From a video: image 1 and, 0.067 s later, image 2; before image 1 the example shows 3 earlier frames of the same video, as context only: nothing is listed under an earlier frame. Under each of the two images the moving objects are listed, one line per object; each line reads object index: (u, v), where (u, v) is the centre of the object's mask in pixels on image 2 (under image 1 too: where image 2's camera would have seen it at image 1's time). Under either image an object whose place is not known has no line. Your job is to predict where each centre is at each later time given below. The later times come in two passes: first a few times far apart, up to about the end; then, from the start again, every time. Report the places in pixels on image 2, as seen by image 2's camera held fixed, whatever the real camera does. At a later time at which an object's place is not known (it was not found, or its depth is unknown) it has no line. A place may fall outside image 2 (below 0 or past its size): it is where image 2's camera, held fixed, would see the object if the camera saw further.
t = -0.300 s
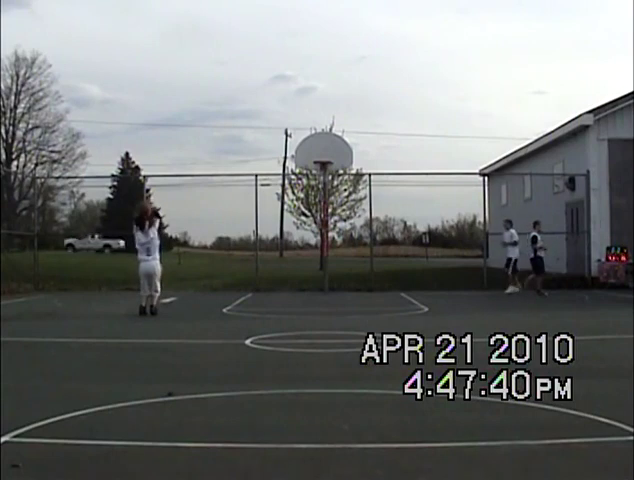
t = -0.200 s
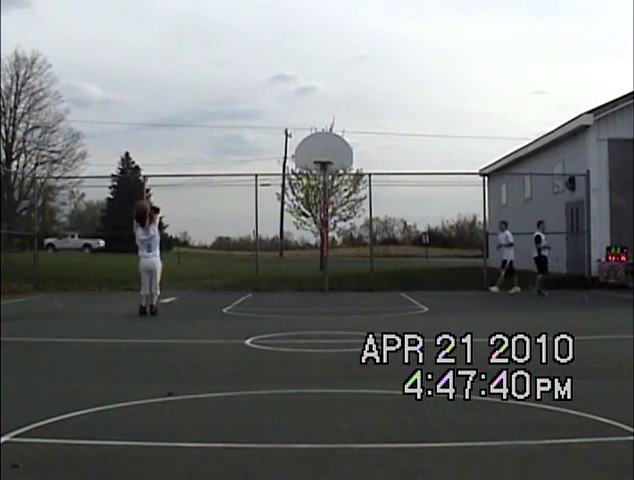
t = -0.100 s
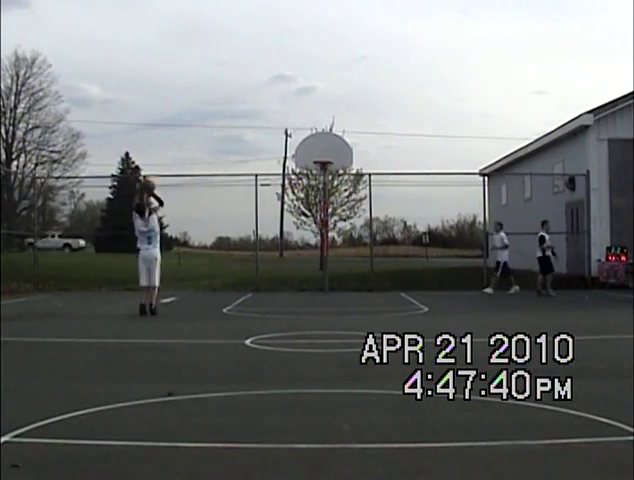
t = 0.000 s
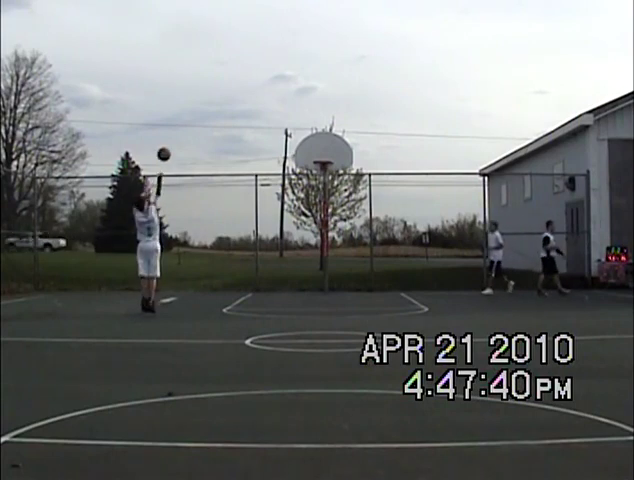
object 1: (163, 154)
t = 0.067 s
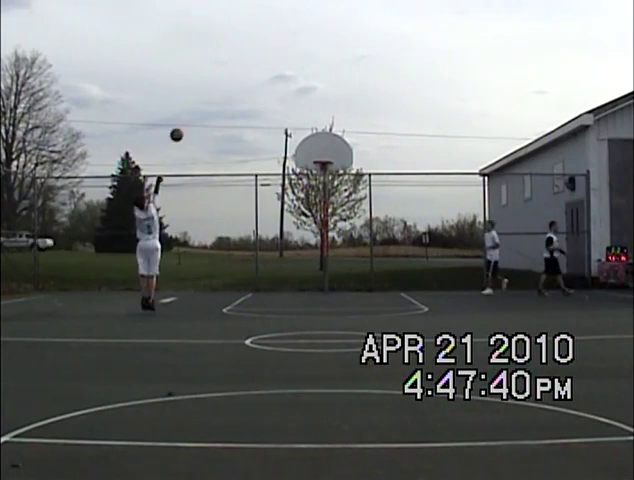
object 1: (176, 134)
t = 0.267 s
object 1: (212, 96)
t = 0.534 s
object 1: (254, 81)
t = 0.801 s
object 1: (292, 100)
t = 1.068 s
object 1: (326, 145)
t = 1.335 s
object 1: (370, 160)
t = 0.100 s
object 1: (182, 126)
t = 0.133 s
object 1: (188, 119)
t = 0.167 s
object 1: (194, 112)
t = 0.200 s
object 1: (200, 106)
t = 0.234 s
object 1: (206, 100)
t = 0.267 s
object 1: (212, 96)
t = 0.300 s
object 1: (217, 92)
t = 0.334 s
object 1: (223, 89)
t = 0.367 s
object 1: (228, 86)
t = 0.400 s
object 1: (234, 84)
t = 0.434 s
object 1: (239, 82)
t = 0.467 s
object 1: (244, 81)
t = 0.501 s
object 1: (249, 81)
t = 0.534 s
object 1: (254, 81)
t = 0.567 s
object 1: (259, 82)
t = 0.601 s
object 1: (264, 83)
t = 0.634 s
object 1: (269, 85)
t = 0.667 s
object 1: (274, 87)
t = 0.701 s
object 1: (279, 89)
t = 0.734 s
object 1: (283, 92)
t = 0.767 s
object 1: (288, 96)
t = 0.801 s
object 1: (292, 100)
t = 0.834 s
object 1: (297, 104)
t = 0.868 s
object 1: (301, 108)
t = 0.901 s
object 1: (305, 114)
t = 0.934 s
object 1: (310, 119)
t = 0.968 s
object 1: (314, 125)
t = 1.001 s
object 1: (318, 131)
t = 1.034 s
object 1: (322, 138)
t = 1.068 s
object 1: (326, 145)
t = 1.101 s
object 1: (330, 153)
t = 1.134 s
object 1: (334, 158)
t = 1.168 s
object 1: (340, 157)
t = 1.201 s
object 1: (346, 157)
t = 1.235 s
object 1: (352, 157)
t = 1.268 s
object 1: (358, 157)
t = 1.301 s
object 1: (364, 158)
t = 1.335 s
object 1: (370, 160)
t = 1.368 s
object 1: (376, 161)
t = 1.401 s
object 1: (382, 164)
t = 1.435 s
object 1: (388, 167)
